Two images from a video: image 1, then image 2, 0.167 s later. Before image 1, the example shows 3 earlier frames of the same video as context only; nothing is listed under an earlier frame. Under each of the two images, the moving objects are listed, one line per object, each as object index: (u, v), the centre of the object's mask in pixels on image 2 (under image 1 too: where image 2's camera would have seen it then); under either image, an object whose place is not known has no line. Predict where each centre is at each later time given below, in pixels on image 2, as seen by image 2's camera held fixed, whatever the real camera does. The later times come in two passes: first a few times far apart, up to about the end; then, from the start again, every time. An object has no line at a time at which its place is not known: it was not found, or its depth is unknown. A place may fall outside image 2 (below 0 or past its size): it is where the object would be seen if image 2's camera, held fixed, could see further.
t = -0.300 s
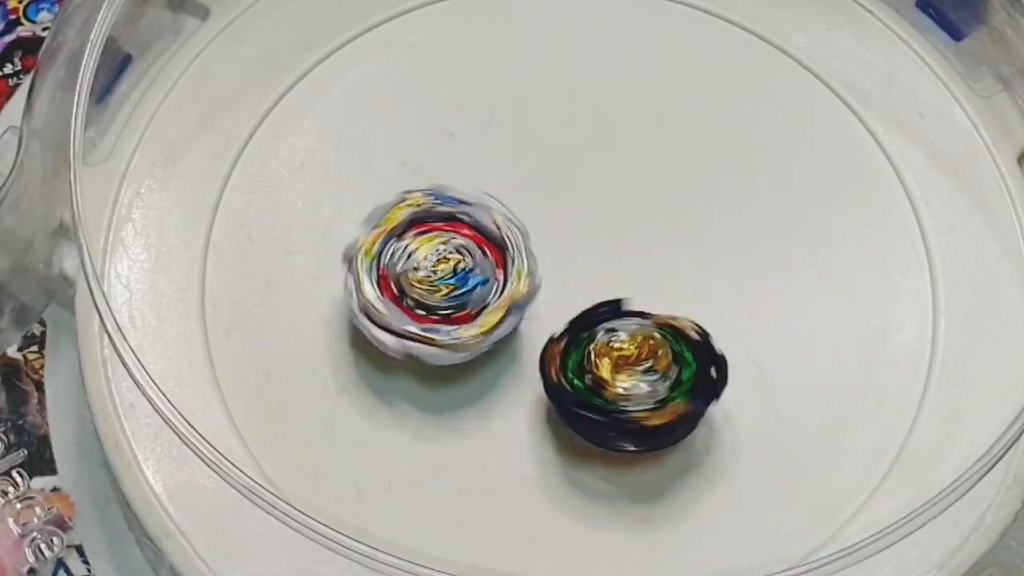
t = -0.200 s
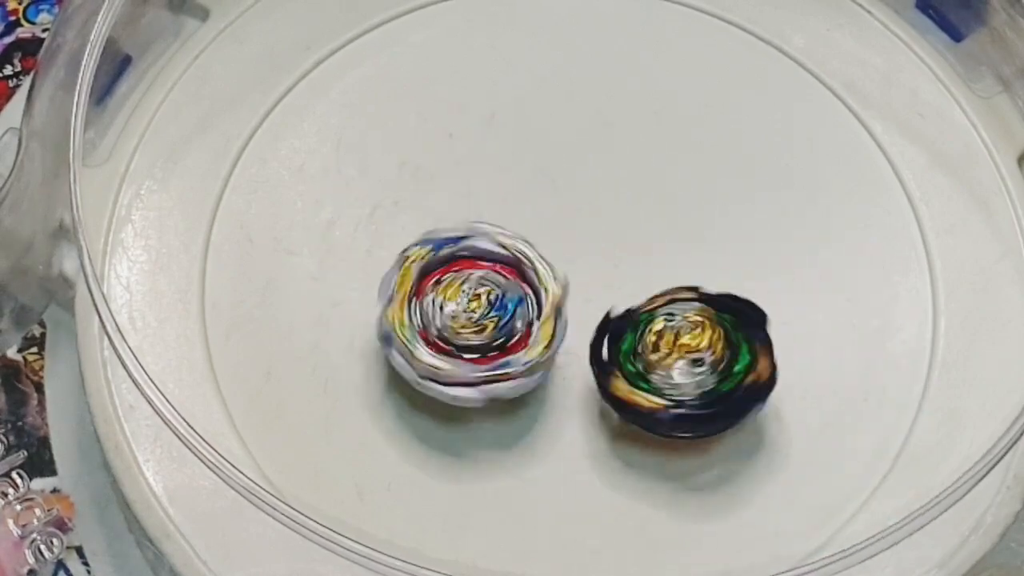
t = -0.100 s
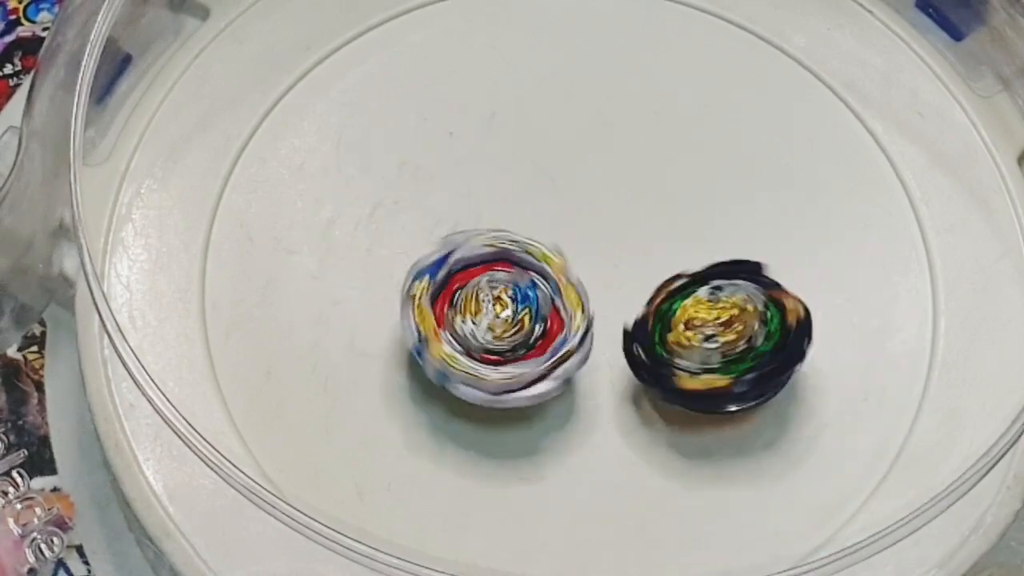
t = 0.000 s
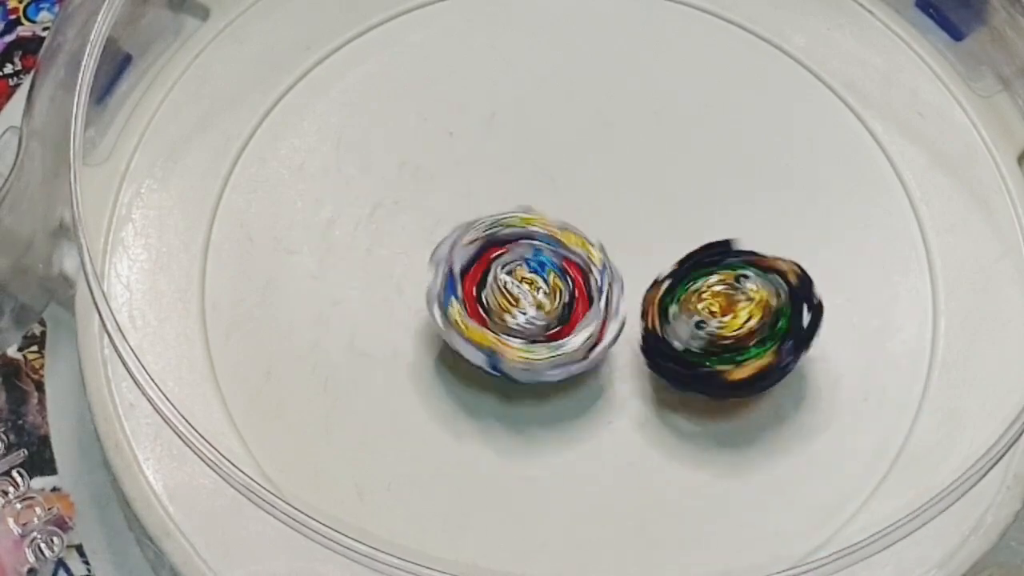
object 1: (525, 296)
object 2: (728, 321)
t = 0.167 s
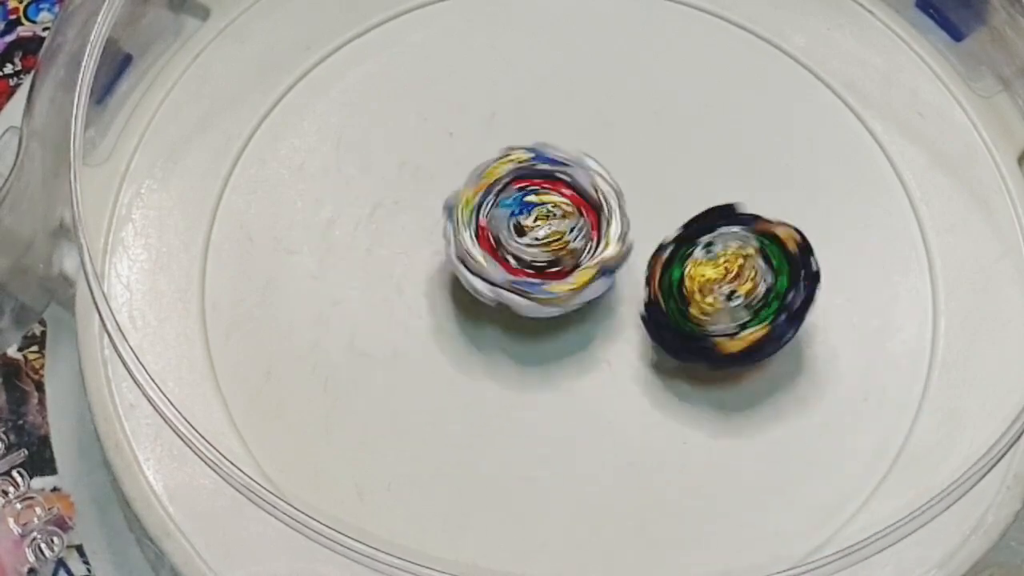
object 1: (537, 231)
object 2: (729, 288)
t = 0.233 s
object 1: (530, 208)
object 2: (723, 274)
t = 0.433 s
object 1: (485, 182)
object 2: (675, 220)
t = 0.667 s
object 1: (458, 263)
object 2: (614, 121)
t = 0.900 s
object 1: (588, 287)
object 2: (566, 106)
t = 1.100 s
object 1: (692, 273)
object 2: (488, 58)
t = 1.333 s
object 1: (814, 278)
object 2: (450, 76)
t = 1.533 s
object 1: (760, 244)
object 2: (464, 149)
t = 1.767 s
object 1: (691, 272)
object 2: (397, 394)
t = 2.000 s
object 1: (698, 233)
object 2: (368, 452)
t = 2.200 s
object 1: (610, 242)
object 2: (430, 435)
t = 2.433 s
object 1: (630, 90)
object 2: (464, 531)
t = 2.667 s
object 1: (641, 34)
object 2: (499, 507)
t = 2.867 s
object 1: (653, 24)
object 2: (623, 302)
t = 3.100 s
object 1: (652, 83)
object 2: (850, 111)
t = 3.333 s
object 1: (616, 184)
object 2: (810, 157)
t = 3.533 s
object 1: (556, 247)
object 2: (764, 186)
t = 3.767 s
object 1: (379, 302)
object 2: (720, 194)
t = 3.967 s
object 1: (307, 287)
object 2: (725, 205)
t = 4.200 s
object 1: (324, 223)
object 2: (707, 230)
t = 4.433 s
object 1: (423, 210)
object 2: (670, 278)
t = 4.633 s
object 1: (492, 227)
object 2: (650, 329)
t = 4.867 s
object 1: (547, 271)
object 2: (682, 403)
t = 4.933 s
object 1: (551, 260)
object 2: (693, 423)
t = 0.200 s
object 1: (534, 218)
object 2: (726, 281)
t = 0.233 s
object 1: (530, 208)
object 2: (723, 274)
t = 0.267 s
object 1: (523, 198)
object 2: (720, 265)
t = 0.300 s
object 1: (516, 192)
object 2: (715, 255)
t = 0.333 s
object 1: (508, 186)
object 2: (707, 248)
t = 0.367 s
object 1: (500, 182)
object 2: (698, 239)
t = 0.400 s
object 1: (493, 181)
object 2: (687, 230)
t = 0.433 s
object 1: (485, 182)
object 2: (675, 220)
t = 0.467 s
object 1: (481, 188)
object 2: (663, 207)
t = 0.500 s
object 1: (477, 196)
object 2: (651, 195)
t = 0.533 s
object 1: (463, 204)
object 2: (647, 175)
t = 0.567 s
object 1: (455, 216)
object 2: (640, 155)
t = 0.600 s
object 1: (451, 231)
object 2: (632, 138)
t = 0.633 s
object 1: (451, 247)
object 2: (623, 128)
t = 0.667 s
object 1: (458, 263)
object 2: (614, 121)
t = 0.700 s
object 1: (470, 277)
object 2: (605, 117)
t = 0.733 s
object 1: (489, 289)
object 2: (598, 113)
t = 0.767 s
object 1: (508, 296)
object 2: (591, 109)
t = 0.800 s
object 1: (529, 299)
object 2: (584, 108)
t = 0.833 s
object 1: (549, 298)
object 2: (578, 107)
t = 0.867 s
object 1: (568, 294)
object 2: (572, 106)
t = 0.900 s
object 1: (588, 287)
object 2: (566, 106)
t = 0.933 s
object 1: (606, 276)
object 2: (560, 107)
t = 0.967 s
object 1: (619, 262)
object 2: (554, 107)
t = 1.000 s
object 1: (630, 246)
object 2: (548, 108)
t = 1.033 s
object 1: (643, 249)
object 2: (536, 94)
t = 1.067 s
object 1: (671, 264)
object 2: (511, 69)
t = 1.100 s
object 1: (692, 273)
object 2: (488, 58)
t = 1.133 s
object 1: (712, 279)
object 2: (472, 56)
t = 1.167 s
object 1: (731, 285)
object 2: (462, 57)
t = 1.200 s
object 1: (751, 289)
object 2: (458, 59)
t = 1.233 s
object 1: (770, 289)
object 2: (455, 62)
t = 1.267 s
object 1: (787, 287)
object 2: (453, 66)
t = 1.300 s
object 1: (802, 284)
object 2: (451, 70)
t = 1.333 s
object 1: (814, 278)
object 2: (450, 76)
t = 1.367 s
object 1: (818, 270)
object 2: (450, 83)
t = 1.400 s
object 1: (817, 263)
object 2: (451, 91)
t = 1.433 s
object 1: (810, 255)
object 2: (452, 101)
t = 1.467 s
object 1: (798, 249)
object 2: (455, 114)
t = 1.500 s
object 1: (781, 245)
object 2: (459, 129)
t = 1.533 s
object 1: (760, 244)
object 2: (464, 149)
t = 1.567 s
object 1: (736, 245)
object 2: (470, 174)
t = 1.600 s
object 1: (709, 250)
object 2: (475, 205)
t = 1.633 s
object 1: (685, 257)
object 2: (480, 241)
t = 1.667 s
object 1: (664, 264)
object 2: (481, 280)
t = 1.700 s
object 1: (652, 271)
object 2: (470, 323)
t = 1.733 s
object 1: (677, 274)
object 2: (428, 361)
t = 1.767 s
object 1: (691, 272)
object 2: (397, 394)
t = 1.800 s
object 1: (699, 271)
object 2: (376, 421)
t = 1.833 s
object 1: (710, 267)
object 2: (363, 437)
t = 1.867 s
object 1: (715, 260)
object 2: (361, 444)
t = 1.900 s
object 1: (718, 252)
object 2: (361, 448)
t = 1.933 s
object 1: (715, 242)
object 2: (363, 450)
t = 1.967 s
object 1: (707, 237)
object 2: (365, 451)
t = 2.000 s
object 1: (698, 233)
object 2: (368, 452)
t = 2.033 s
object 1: (688, 229)
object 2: (374, 453)
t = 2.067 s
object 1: (675, 227)
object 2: (382, 451)
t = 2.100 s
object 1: (657, 227)
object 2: (393, 449)
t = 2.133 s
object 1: (641, 232)
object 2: (404, 445)
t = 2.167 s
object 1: (627, 236)
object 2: (417, 440)
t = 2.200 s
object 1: (610, 242)
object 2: (430, 435)
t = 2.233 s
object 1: (594, 247)
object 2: (443, 428)
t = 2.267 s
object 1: (575, 258)
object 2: (459, 418)
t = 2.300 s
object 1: (563, 268)
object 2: (478, 407)
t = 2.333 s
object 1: (572, 241)
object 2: (480, 439)
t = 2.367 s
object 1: (597, 179)
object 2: (467, 501)
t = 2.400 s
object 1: (615, 128)
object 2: (462, 522)
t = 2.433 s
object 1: (630, 90)
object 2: (464, 531)
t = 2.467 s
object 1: (640, 67)
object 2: (469, 538)
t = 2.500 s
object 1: (643, 65)
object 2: (478, 538)
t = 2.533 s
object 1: (639, 56)
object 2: (485, 536)
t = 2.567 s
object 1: (641, 50)
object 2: (492, 533)
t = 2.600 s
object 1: (637, 47)
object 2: (498, 528)
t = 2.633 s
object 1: (636, 40)
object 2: (497, 520)
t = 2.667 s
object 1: (641, 34)
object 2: (499, 507)
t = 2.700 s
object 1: (638, 33)
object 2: (507, 486)
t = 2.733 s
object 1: (638, 29)
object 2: (521, 455)
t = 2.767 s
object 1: (646, 23)
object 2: (541, 418)
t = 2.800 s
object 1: (652, 25)
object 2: (566, 379)
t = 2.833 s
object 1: (649, 26)
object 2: (593, 341)
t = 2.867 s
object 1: (653, 24)
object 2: (623, 302)
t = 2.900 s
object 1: (655, 31)
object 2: (656, 266)
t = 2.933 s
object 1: (654, 38)
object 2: (691, 231)
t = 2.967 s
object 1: (652, 43)
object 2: (726, 200)
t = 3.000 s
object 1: (655, 52)
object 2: (761, 173)
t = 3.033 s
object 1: (655, 63)
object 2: (795, 149)
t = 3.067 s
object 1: (652, 72)
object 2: (826, 127)
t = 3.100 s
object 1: (652, 83)
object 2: (850, 111)
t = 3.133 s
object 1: (648, 99)
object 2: (859, 106)
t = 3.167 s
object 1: (644, 115)
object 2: (858, 114)
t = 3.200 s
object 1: (641, 129)
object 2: (850, 123)
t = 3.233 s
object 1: (637, 144)
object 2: (841, 133)
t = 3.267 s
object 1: (630, 158)
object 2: (830, 143)
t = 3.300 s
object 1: (624, 170)
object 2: (819, 150)
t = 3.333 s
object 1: (616, 184)
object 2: (810, 157)
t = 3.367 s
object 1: (606, 197)
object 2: (801, 163)
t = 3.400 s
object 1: (599, 207)
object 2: (793, 168)
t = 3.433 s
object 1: (589, 219)
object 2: (787, 171)
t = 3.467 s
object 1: (578, 229)
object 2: (781, 177)
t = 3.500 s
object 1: (567, 238)
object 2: (772, 183)
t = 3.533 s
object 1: (556, 247)
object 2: (764, 186)
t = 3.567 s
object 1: (543, 255)
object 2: (751, 194)
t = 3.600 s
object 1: (528, 262)
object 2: (732, 202)
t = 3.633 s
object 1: (516, 267)
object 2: (708, 210)
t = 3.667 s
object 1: (503, 272)
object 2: (680, 220)
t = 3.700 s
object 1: (465, 286)
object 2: (684, 207)
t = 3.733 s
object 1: (416, 295)
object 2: (704, 201)
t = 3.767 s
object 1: (379, 302)
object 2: (720, 194)
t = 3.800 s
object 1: (354, 304)
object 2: (732, 192)
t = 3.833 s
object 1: (344, 303)
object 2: (736, 192)
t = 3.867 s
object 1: (333, 300)
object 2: (735, 193)
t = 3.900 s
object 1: (324, 298)
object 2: (729, 194)
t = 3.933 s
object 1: (316, 293)
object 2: (725, 199)
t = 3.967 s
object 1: (307, 287)
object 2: (725, 205)
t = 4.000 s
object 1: (303, 280)
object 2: (721, 206)
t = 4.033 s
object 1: (299, 270)
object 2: (721, 210)
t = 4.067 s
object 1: (299, 262)
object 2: (716, 215)
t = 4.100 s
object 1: (301, 250)
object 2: (714, 216)
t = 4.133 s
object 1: (305, 242)
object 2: (712, 223)
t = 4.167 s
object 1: (314, 232)
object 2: (707, 225)
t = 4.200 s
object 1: (324, 223)
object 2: (707, 230)
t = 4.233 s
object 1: (339, 217)
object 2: (702, 235)
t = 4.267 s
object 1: (353, 211)
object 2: (698, 239)
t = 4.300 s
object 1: (368, 210)
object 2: (696, 247)
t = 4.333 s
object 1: (382, 207)
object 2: (688, 254)
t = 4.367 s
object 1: (396, 207)
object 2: (683, 260)
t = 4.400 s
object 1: (410, 208)
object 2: (677, 271)
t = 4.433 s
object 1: (423, 210)
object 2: (670, 278)
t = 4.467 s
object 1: (437, 212)
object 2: (665, 287)
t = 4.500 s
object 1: (449, 216)
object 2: (658, 296)
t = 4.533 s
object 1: (461, 220)
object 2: (653, 302)
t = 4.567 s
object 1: (473, 226)
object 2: (648, 312)
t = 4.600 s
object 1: (480, 229)
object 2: (646, 319)
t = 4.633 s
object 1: (492, 227)
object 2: (650, 329)
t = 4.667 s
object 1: (495, 223)
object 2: (659, 344)
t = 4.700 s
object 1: (499, 221)
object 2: (670, 363)
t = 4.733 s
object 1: (509, 223)
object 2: (676, 380)
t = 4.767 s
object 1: (522, 238)
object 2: (680, 393)
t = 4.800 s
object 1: (530, 250)
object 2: (683, 402)
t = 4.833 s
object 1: (539, 261)
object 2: (684, 402)
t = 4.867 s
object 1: (547, 271)
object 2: (682, 403)
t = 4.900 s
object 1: (554, 273)
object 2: (681, 404)
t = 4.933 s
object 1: (551, 260)
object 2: (693, 423)
